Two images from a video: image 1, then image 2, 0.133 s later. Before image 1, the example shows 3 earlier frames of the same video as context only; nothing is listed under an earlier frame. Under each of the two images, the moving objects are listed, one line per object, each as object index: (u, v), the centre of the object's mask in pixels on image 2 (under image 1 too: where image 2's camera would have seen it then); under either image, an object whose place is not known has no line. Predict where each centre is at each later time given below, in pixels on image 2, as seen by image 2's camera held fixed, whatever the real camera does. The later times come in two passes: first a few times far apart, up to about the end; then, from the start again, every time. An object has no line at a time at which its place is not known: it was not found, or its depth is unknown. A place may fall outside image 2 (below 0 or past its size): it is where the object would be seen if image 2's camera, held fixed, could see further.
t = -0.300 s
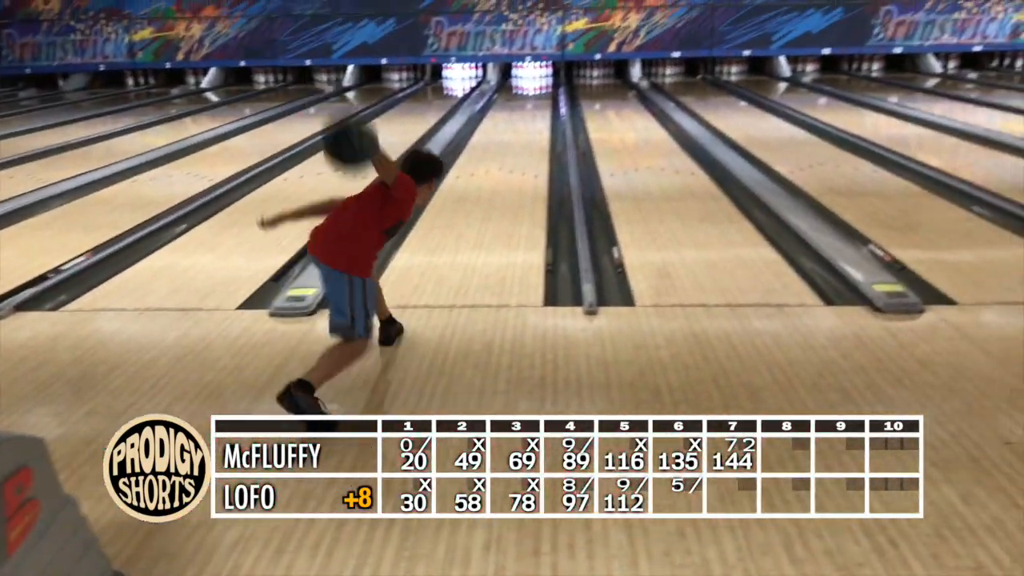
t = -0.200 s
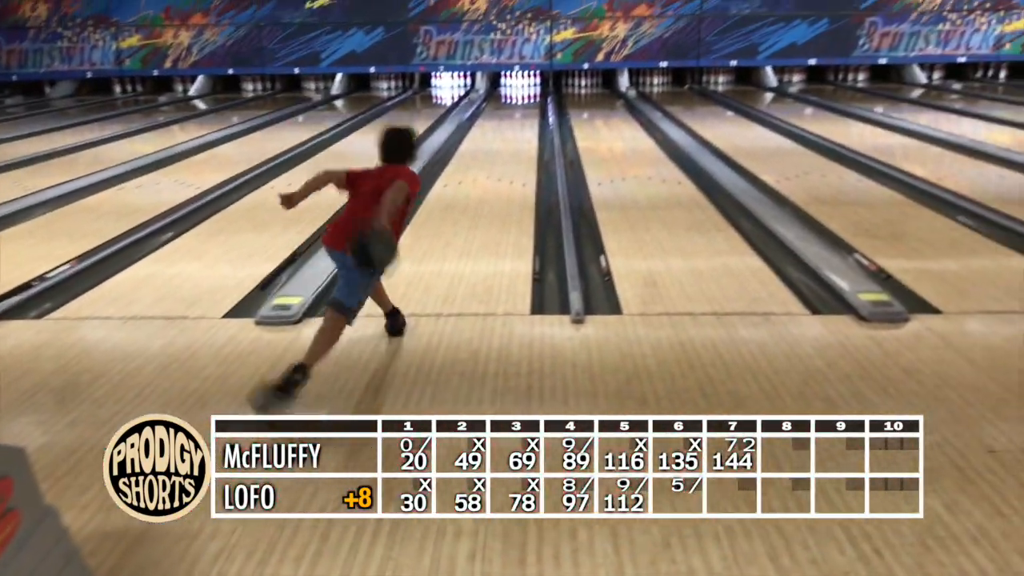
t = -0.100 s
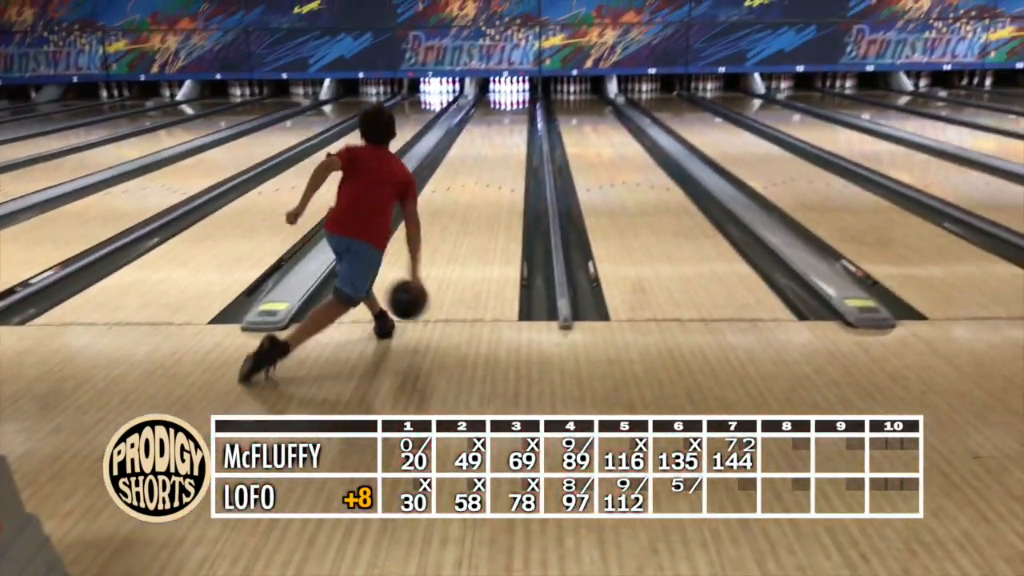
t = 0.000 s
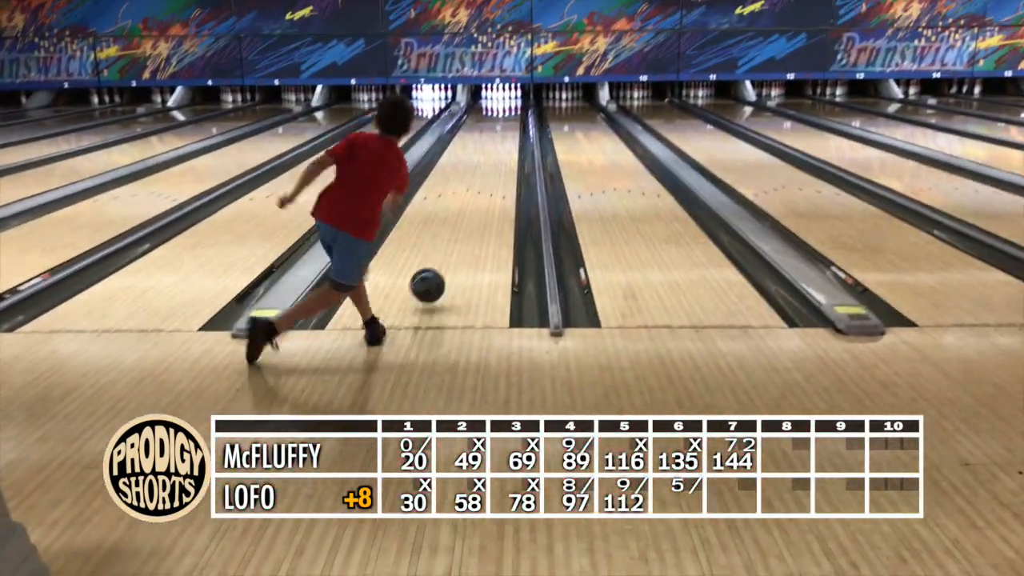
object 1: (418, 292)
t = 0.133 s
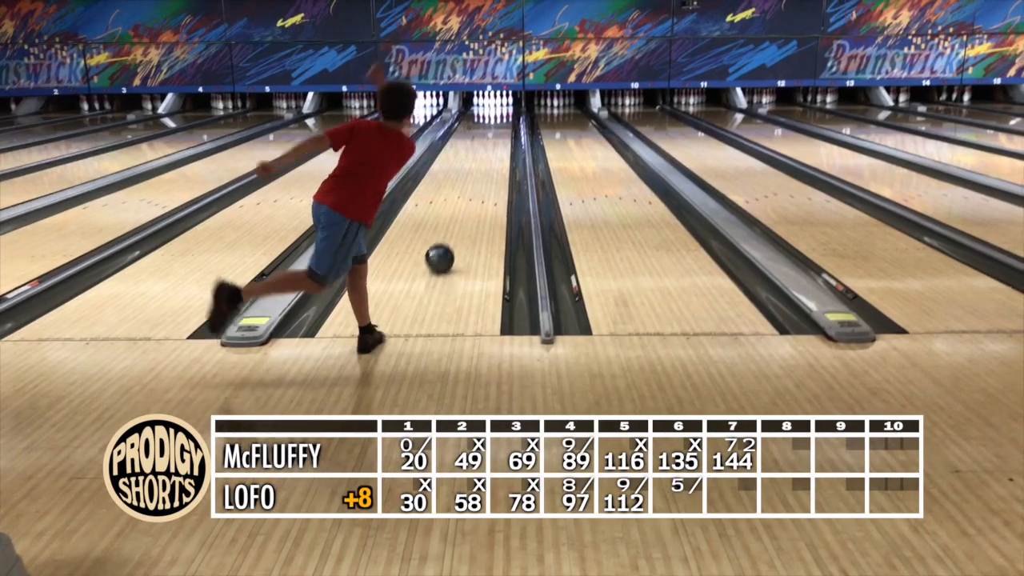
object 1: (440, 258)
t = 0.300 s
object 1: (458, 221)
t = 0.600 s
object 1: (476, 180)
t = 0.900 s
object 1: (486, 154)
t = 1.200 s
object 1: (493, 136)
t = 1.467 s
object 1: (496, 126)
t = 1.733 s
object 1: (497, 116)
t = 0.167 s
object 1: (444, 250)
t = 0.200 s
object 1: (448, 242)
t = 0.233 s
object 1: (452, 235)
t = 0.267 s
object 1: (455, 228)
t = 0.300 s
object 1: (458, 221)
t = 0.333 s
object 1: (460, 216)
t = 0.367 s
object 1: (463, 210)
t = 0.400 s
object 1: (466, 205)
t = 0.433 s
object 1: (467, 200)
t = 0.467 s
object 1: (470, 196)
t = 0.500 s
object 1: (472, 191)
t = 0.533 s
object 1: (473, 188)
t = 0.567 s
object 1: (475, 184)
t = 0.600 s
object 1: (476, 180)
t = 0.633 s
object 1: (478, 177)
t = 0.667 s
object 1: (479, 174)
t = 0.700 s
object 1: (480, 170)
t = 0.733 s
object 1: (482, 167)
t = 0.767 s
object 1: (483, 165)
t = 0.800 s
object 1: (484, 162)
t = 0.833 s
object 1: (485, 159)
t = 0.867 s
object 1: (486, 157)
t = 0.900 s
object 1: (486, 154)
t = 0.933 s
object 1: (488, 152)
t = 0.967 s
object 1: (489, 150)
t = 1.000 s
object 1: (489, 148)
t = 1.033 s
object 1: (489, 146)
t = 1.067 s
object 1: (490, 143)
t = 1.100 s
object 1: (491, 142)
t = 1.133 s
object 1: (492, 140)
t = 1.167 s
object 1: (492, 138)
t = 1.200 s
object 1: (493, 136)
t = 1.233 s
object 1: (493, 135)
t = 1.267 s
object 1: (494, 134)
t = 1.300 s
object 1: (495, 132)
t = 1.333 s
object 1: (494, 131)
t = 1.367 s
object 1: (495, 130)
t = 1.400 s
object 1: (495, 128)
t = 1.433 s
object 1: (496, 127)
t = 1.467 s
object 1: (496, 126)
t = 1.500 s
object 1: (496, 126)
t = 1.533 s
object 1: (497, 124)
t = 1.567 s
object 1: (496, 123)
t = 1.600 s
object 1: (497, 121)
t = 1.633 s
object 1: (497, 119)
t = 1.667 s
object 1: (497, 119)
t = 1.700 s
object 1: (497, 118)
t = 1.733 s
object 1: (497, 116)
